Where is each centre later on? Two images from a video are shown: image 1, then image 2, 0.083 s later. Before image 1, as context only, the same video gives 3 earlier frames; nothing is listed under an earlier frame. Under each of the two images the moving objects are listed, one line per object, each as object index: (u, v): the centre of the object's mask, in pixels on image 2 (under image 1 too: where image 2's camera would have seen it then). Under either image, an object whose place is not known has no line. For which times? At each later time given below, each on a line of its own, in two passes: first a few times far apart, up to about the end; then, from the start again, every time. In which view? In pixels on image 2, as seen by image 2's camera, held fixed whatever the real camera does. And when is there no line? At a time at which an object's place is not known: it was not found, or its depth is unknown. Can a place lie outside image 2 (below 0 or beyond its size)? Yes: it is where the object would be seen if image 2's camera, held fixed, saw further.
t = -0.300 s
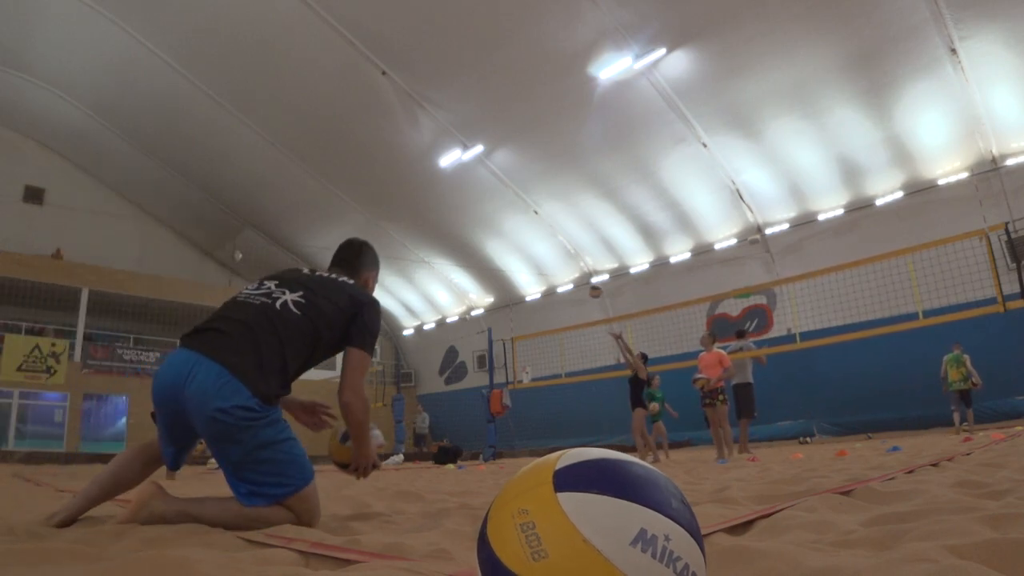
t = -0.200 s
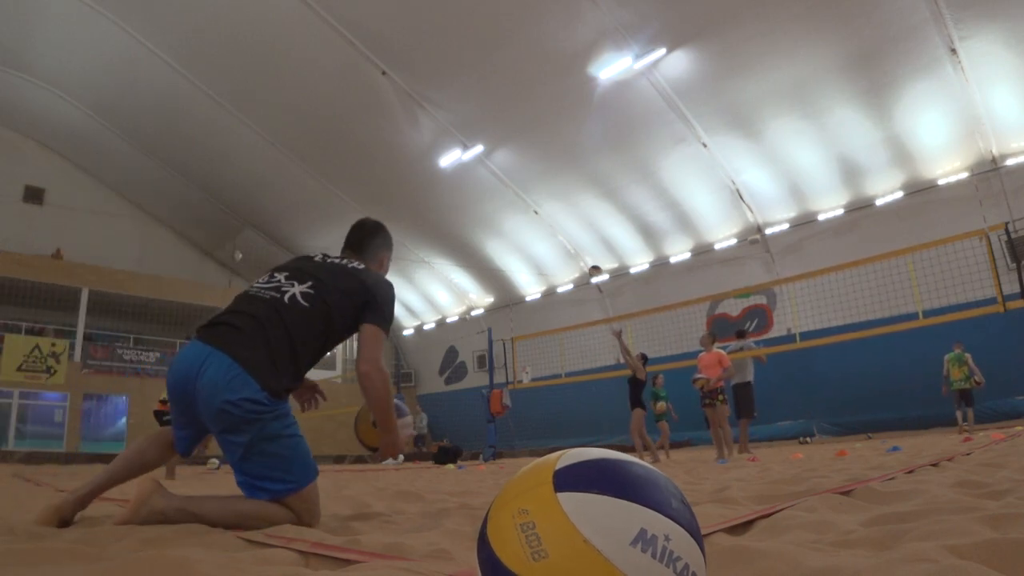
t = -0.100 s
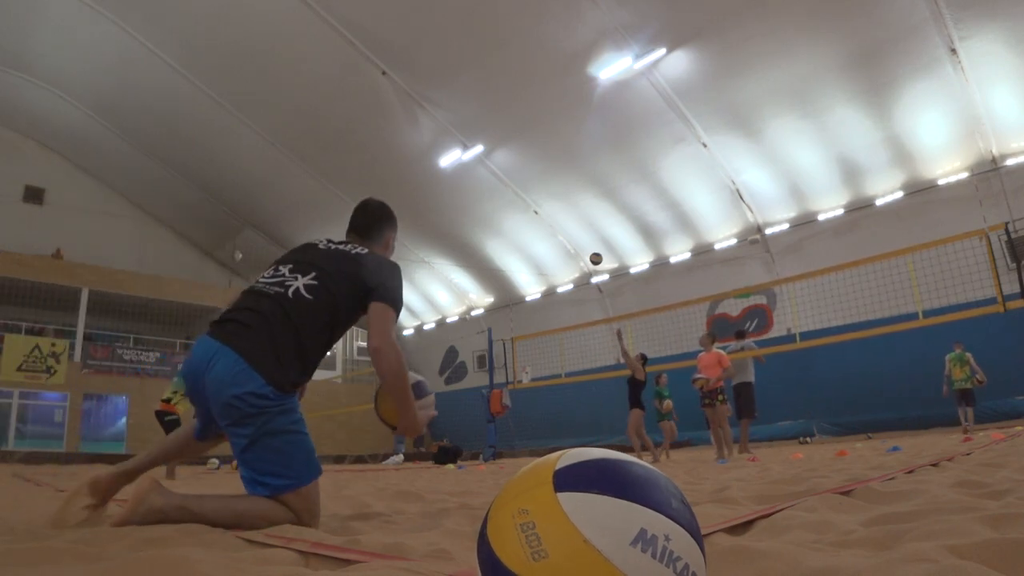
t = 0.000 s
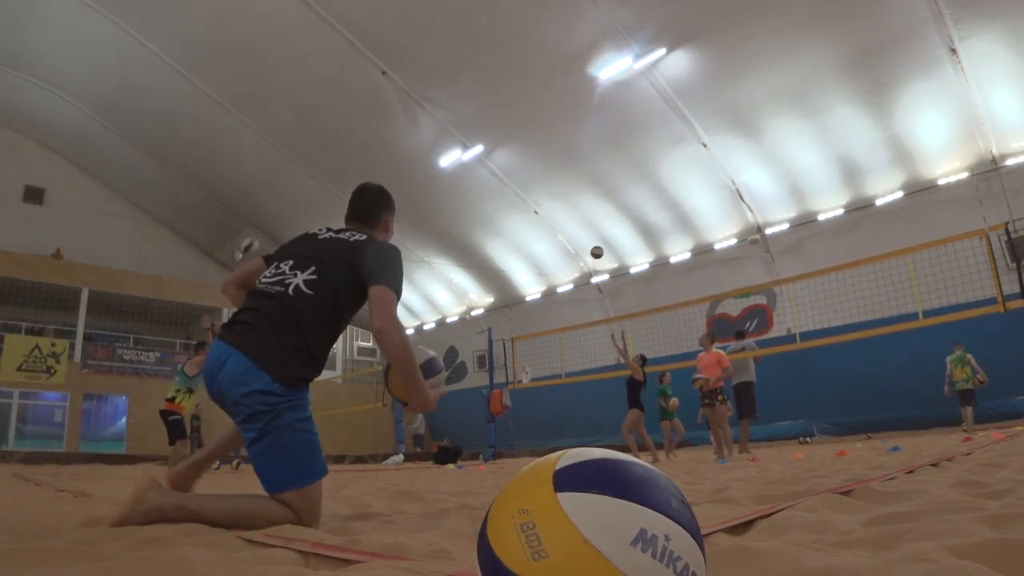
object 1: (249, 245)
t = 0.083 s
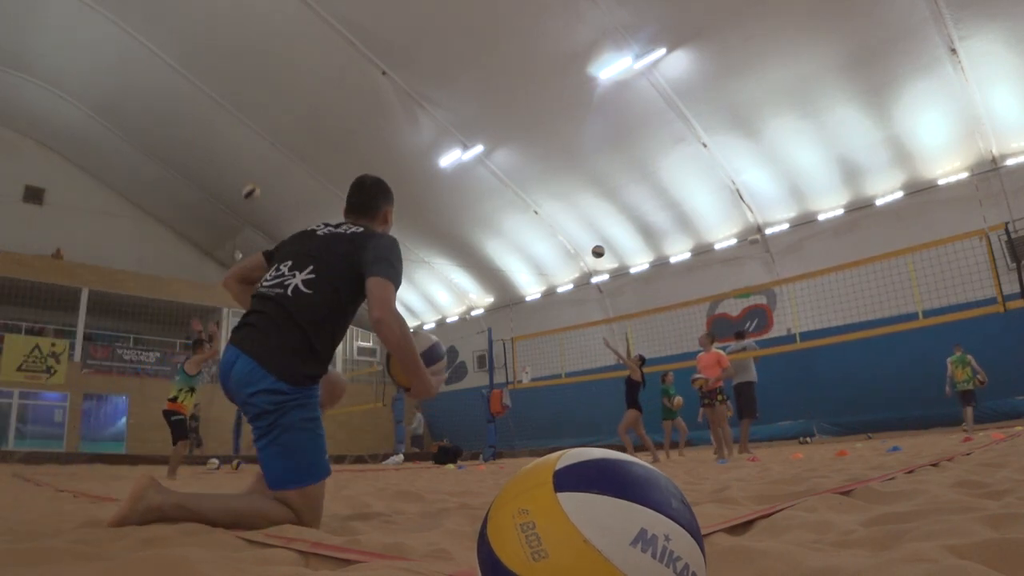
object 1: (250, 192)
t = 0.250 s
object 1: (255, 110)
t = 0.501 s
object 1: (259, 30)
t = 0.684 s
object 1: (260, 4)
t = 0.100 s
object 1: (251, 182)
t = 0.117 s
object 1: (251, 173)
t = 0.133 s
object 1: (252, 164)
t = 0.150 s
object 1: (252, 155)
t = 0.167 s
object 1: (253, 147)
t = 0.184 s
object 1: (253, 138)
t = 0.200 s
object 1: (254, 131)
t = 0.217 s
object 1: (253, 123)
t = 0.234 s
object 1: (254, 116)
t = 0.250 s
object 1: (255, 110)
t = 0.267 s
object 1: (255, 103)
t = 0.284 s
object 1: (255, 96)
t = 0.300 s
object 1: (255, 89)
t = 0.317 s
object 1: (256, 83)
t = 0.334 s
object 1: (256, 77)
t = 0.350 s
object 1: (256, 71)
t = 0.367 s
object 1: (257, 66)
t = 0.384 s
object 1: (257, 60)
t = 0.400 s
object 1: (257, 56)
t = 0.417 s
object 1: (258, 51)
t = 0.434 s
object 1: (258, 47)
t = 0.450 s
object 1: (258, 42)
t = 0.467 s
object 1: (259, 38)
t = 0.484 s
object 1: (259, 34)
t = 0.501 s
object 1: (259, 30)
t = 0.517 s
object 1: (259, 27)
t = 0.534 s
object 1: (260, 23)
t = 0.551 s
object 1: (260, 20)
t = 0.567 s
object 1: (260, 17)
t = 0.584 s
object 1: (260, 14)
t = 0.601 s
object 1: (260, 12)
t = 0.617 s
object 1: (260, 9)
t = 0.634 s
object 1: (260, 7)
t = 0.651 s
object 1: (260, 6)
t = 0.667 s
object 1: (260, 5)
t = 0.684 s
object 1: (260, 4)
